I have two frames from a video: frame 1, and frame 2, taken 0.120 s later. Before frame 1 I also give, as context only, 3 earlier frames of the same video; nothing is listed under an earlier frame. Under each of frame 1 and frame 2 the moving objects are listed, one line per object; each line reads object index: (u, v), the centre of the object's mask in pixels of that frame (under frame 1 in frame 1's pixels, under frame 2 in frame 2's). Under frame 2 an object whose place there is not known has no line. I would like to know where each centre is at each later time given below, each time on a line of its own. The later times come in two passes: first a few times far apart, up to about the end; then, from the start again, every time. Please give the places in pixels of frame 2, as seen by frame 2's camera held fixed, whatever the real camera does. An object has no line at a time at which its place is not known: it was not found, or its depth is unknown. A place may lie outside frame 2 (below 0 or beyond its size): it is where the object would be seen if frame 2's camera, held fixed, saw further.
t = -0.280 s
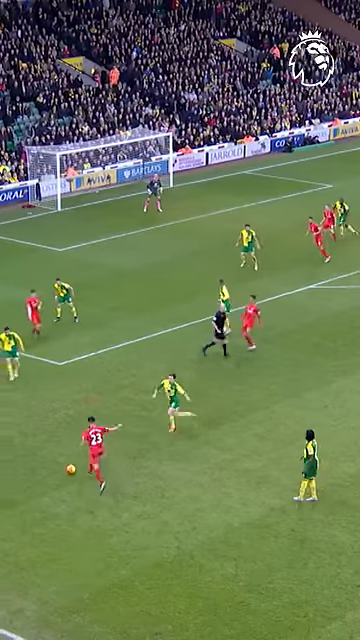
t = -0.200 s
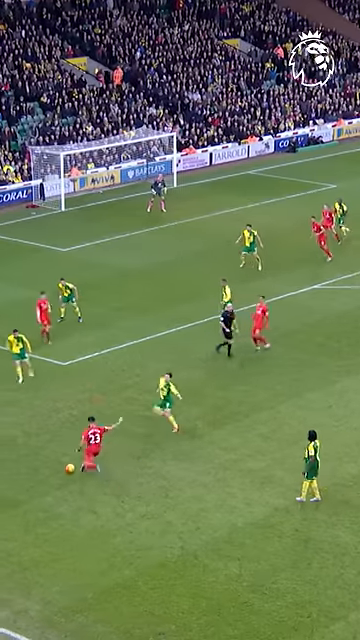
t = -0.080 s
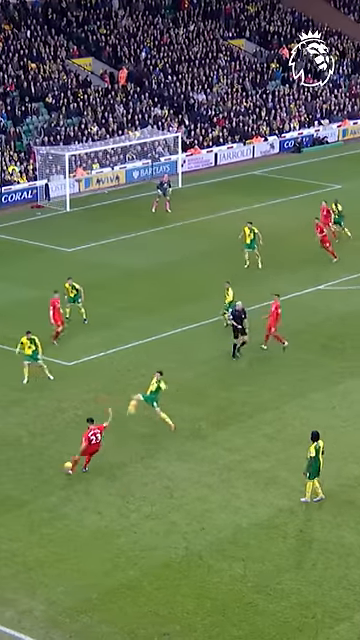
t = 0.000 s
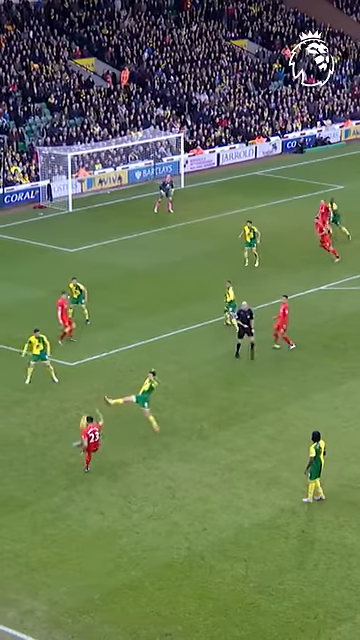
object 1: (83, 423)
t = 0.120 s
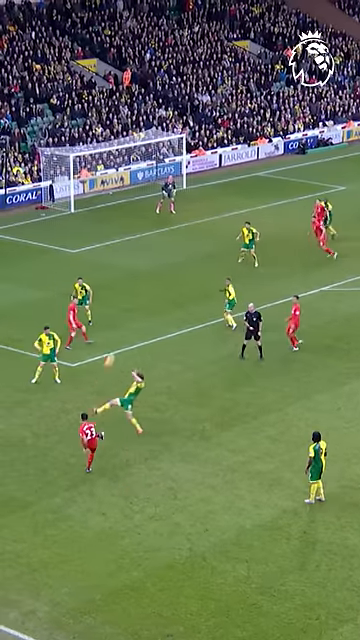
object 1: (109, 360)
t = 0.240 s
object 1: (133, 310)
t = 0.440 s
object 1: (175, 248)
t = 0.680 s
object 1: (223, 202)
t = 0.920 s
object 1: (269, 179)
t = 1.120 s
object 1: (307, 174)
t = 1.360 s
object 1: (349, 181)
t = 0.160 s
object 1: (117, 343)
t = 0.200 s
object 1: (125, 326)
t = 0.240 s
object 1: (133, 310)
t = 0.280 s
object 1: (141, 296)
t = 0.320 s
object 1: (150, 283)
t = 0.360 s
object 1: (158, 271)
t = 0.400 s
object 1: (167, 259)
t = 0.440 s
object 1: (175, 248)
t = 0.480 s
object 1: (183, 239)
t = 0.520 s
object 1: (190, 230)
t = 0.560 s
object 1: (199, 222)
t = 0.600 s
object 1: (207, 214)
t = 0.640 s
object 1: (214, 208)
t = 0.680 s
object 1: (223, 202)
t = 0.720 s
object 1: (231, 197)
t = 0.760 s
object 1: (239, 192)
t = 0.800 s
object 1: (246, 188)
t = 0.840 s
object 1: (254, 185)
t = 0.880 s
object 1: (262, 181)
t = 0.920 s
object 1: (269, 179)
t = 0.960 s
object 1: (277, 177)
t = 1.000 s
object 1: (284, 176)
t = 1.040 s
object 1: (291, 175)
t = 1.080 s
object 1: (299, 174)
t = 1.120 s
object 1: (307, 174)
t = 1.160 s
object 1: (314, 174)
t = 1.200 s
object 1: (321, 175)
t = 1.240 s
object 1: (328, 176)
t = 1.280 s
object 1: (335, 177)
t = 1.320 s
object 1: (342, 179)
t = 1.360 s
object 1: (349, 181)
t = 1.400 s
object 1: (356, 183)
